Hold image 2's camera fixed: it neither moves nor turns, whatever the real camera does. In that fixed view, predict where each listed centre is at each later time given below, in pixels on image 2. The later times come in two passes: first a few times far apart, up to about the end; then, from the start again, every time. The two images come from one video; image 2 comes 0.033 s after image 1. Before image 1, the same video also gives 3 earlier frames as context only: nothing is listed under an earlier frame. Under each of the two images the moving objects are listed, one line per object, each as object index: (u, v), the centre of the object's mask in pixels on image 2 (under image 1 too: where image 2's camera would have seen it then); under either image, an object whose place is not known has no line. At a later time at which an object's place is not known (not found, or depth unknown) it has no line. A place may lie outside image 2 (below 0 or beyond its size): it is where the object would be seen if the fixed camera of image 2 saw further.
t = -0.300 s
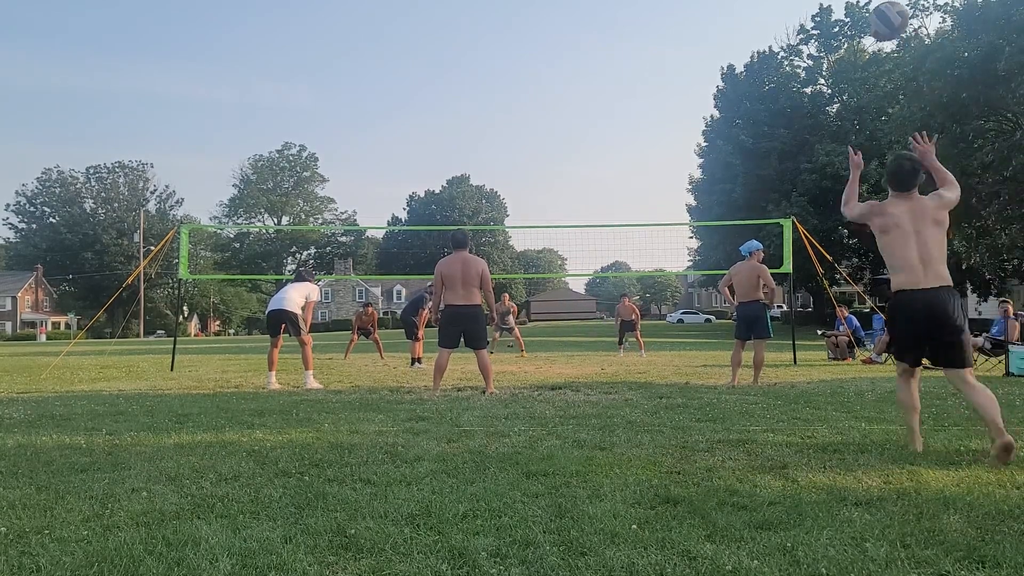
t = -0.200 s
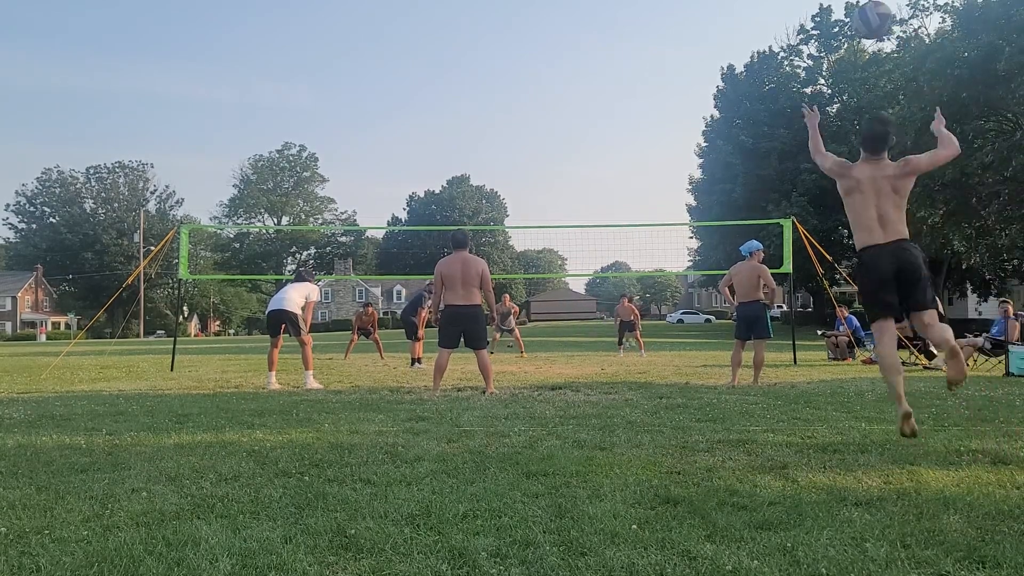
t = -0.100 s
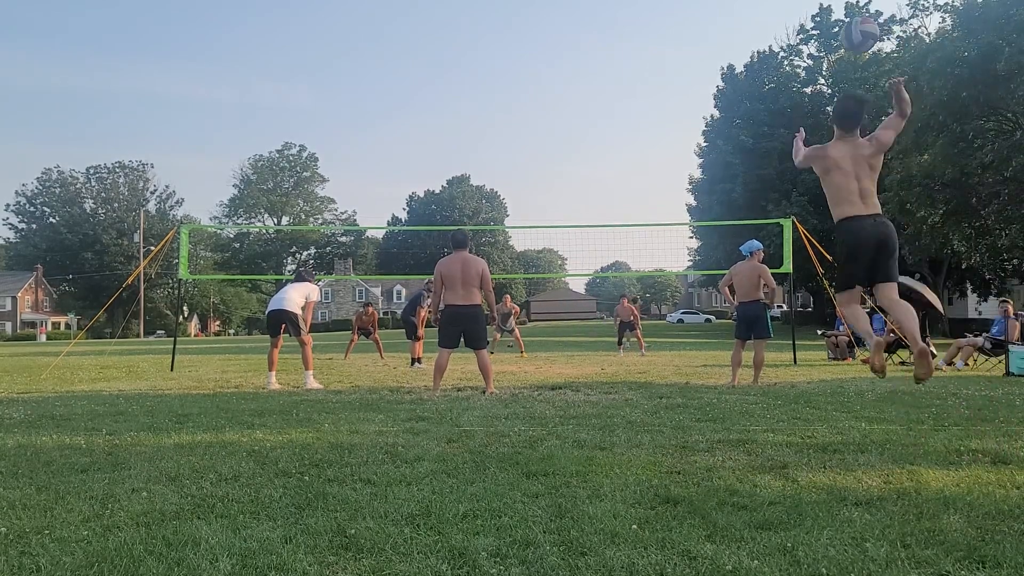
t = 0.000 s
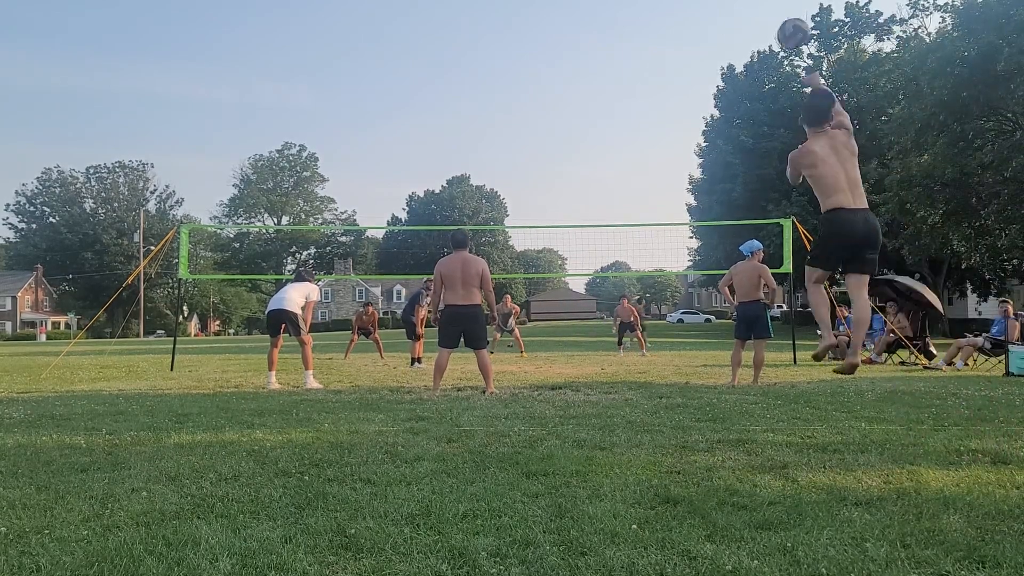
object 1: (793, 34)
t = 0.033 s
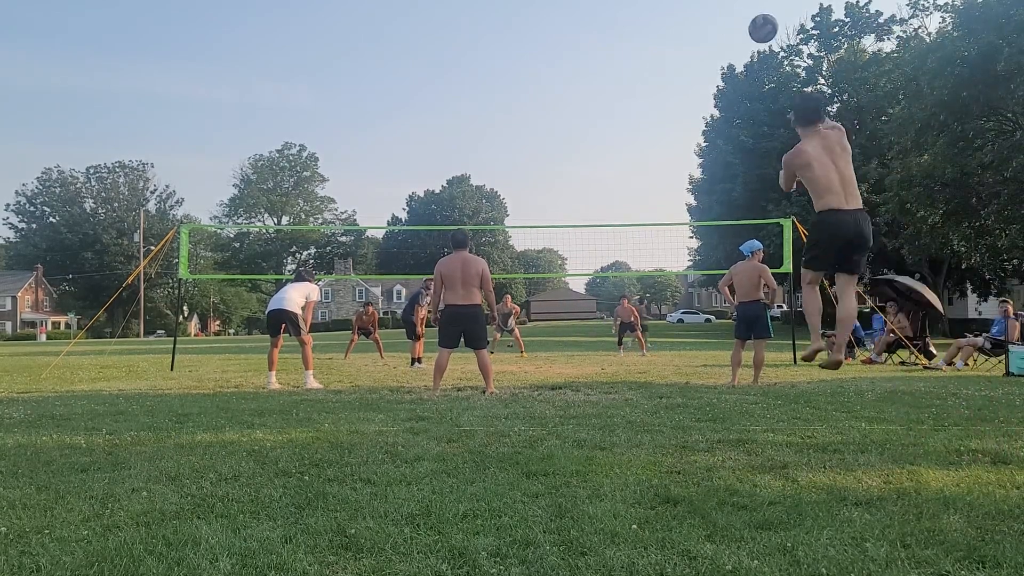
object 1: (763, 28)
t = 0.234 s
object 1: (652, 32)
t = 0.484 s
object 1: (594, 70)
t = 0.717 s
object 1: (566, 124)
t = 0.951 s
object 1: (549, 187)
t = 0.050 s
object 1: (750, 27)
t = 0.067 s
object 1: (738, 25)
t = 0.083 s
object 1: (726, 25)
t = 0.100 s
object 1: (715, 25)
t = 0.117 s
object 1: (705, 25)
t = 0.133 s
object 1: (696, 25)
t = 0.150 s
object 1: (687, 26)
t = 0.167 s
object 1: (679, 26)
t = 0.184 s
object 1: (672, 28)
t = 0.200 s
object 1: (664, 29)
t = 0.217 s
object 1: (658, 30)
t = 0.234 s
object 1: (652, 32)
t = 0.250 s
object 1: (646, 33)
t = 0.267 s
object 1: (640, 35)
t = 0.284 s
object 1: (635, 37)
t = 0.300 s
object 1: (630, 39)
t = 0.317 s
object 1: (626, 42)
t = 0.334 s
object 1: (622, 44)
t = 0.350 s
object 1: (618, 46)
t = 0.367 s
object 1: (614, 49)
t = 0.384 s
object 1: (611, 52)
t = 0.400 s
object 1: (608, 55)
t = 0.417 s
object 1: (605, 57)
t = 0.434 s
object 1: (602, 60)
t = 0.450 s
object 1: (599, 64)
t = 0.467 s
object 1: (596, 67)
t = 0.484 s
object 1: (594, 70)
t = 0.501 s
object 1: (592, 73)
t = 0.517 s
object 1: (589, 77)
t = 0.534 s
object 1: (587, 81)
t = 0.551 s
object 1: (585, 84)
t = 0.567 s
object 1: (583, 88)
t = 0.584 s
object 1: (581, 92)
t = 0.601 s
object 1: (579, 95)
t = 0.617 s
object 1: (577, 100)
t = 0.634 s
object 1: (575, 103)
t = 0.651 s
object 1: (573, 108)
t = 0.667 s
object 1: (571, 112)
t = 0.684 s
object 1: (569, 116)
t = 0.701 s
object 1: (568, 120)
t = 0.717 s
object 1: (566, 124)
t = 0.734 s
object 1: (564, 129)
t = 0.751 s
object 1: (563, 133)
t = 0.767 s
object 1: (561, 138)
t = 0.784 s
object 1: (560, 142)
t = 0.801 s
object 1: (558, 146)
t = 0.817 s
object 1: (557, 151)
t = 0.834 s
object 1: (556, 155)
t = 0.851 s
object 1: (554, 160)
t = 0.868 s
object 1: (553, 165)
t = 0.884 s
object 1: (552, 169)
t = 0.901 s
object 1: (551, 174)
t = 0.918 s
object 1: (550, 178)
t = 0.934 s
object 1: (549, 183)
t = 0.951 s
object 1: (549, 187)
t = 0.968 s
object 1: (548, 192)
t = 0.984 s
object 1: (547, 197)
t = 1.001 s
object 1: (546, 201)
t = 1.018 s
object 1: (546, 206)
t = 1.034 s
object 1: (545, 211)
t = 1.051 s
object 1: (545, 215)
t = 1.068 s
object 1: (544, 220)
